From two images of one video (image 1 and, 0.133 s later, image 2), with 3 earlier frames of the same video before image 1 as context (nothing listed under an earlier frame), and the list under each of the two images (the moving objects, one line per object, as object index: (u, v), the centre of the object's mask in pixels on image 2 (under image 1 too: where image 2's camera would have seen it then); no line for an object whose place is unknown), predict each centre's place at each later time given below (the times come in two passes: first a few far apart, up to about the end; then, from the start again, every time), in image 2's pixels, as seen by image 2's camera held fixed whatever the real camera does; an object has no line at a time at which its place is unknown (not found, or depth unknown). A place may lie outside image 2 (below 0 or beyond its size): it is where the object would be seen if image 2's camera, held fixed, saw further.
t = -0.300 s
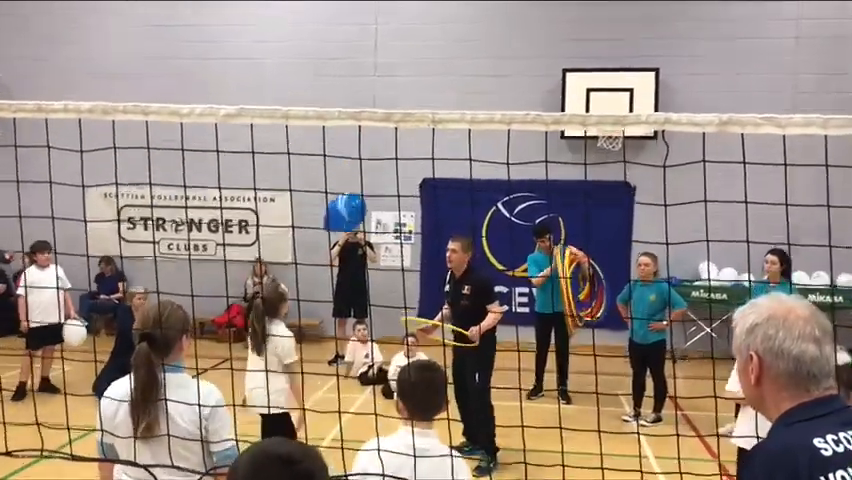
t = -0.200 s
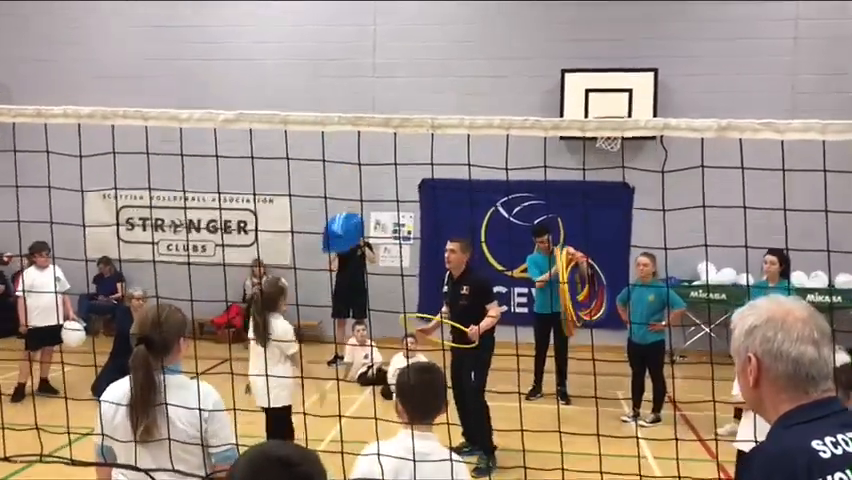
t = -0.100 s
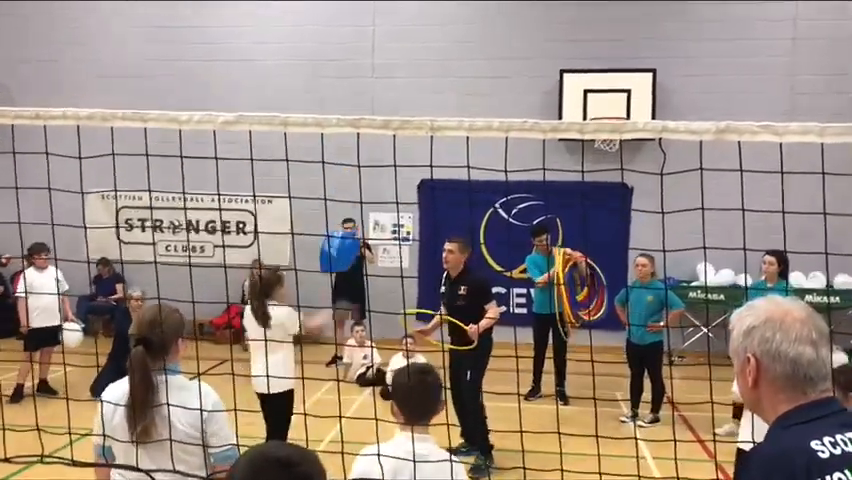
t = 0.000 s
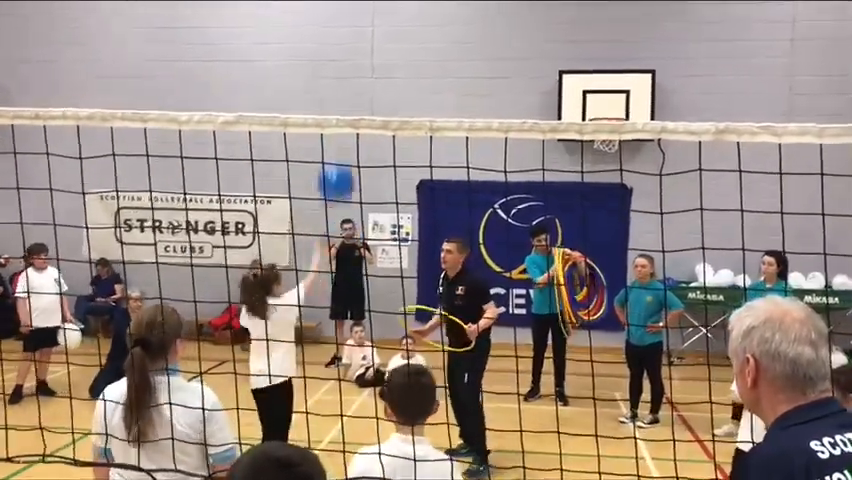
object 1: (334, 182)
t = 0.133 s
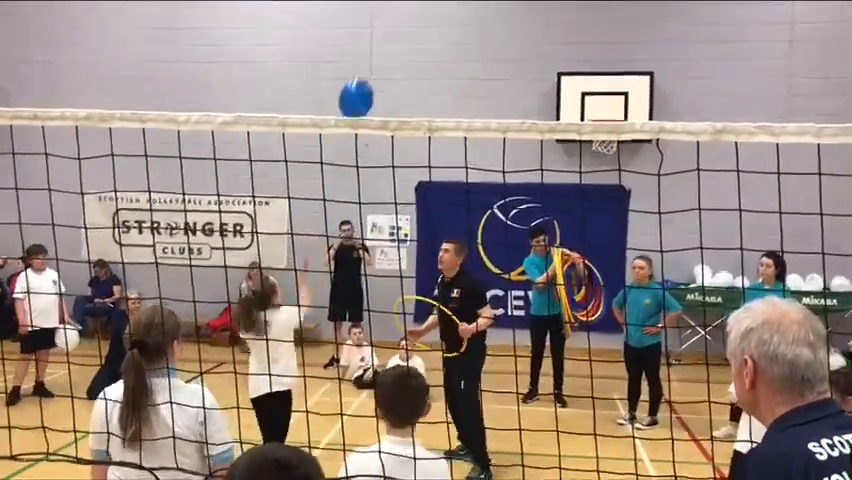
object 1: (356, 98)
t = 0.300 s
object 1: (375, 55)
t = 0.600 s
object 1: (393, 7)
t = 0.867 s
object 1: (407, -1)
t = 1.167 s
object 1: (420, 10)
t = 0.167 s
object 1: (360, 89)
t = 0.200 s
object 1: (365, 79)
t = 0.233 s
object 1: (368, 71)
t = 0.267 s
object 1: (372, 63)
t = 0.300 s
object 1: (375, 55)
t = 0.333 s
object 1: (377, 49)
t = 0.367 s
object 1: (379, 42)
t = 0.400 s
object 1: (382, 36)
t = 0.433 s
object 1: (384, 30)
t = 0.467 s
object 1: (386, 25)
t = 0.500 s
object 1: (388, 20)
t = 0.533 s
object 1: (390, 15)
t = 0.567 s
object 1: (391, 11)
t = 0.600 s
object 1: (393, 7)
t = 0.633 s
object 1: (395, 5)
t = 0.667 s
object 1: (397, 3)
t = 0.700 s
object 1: (399, 2)
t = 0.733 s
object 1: (400, 1)
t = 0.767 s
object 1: (402, 0)
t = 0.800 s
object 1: (404, 0)
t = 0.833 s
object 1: (405, -1)
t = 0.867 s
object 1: (407, -1)
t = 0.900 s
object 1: (409, -1)
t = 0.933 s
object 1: (410, -1)
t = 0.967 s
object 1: (411, -1)
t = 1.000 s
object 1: (413, 0)
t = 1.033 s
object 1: (415, 2)
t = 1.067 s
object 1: (416, 4)
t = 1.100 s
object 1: (417, 6)
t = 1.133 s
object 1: (419, 8)
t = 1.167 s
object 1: (420, 10)
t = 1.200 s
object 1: (421, 12)
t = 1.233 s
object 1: (423, 14)
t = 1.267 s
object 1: (424, 17)
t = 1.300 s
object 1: (426, 19)
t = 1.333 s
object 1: (427, 22)
